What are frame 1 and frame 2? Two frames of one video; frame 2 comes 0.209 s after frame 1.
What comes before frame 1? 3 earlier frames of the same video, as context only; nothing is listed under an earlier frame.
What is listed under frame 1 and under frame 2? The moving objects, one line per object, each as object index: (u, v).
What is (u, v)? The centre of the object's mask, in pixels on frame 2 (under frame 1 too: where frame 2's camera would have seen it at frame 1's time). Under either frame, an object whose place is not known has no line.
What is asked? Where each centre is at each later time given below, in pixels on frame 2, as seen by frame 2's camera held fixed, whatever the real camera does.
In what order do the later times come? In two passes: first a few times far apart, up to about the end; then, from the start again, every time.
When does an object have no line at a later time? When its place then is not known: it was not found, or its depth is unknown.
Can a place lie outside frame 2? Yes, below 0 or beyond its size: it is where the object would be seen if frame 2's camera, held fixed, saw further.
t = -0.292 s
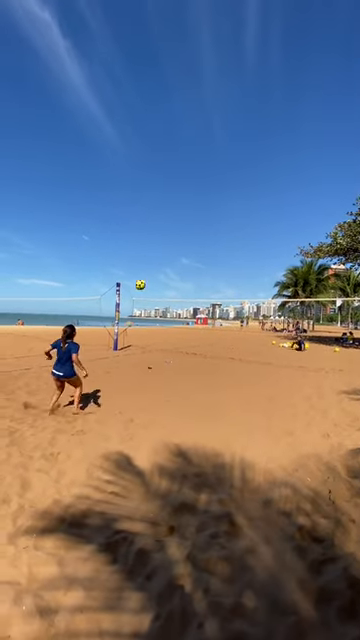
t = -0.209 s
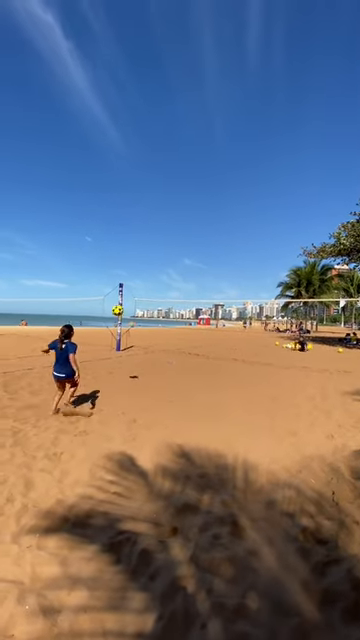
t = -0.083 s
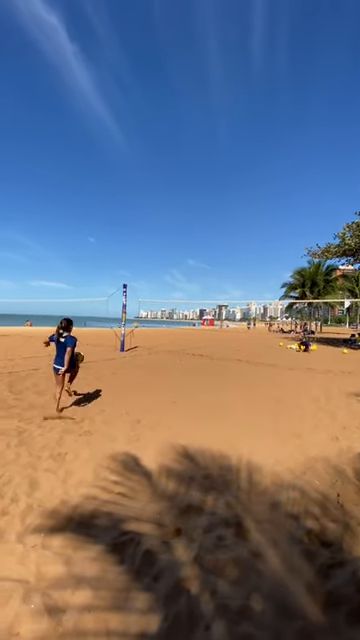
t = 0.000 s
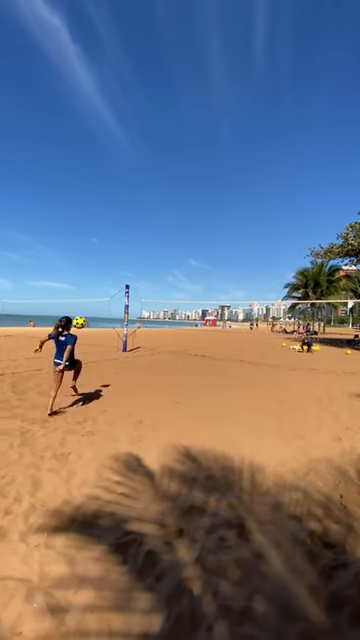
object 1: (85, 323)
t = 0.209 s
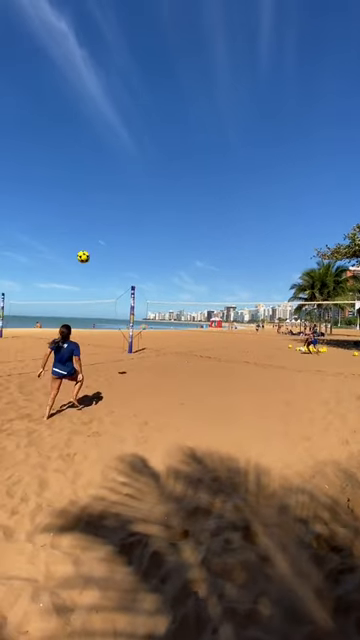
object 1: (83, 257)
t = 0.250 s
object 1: (82, 247)
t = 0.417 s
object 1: (80, 217)
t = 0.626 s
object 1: (76, 203)
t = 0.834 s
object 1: (72, 210)
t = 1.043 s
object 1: (67, 237)
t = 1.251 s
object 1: (63, 282)
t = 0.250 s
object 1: (82, 247)
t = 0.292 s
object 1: (82, 238)
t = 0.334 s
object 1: (81, 230)
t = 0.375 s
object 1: (81, 223)
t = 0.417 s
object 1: (80, 217)
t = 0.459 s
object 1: (79, 212)
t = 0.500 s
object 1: (78, 209)
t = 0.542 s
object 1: (77, 205)
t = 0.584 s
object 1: (77, 204)
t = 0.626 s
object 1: (76, 203)
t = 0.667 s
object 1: (75, 202)
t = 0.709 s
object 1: (75, 203)
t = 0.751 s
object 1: (74, 205)
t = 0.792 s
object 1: (73, 207)
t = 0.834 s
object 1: (72, 210)
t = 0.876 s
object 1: (71, 214)
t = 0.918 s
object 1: (70, 219)
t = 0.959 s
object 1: (69, 224)
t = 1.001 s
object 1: (68, 231)
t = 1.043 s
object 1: (67, 237)
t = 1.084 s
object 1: (67, 245)
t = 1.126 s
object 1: (66, 254)
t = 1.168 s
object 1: (65, 263)
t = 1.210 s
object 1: (64, 272)
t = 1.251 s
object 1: (63, 282)
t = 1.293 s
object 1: (63, 293)
